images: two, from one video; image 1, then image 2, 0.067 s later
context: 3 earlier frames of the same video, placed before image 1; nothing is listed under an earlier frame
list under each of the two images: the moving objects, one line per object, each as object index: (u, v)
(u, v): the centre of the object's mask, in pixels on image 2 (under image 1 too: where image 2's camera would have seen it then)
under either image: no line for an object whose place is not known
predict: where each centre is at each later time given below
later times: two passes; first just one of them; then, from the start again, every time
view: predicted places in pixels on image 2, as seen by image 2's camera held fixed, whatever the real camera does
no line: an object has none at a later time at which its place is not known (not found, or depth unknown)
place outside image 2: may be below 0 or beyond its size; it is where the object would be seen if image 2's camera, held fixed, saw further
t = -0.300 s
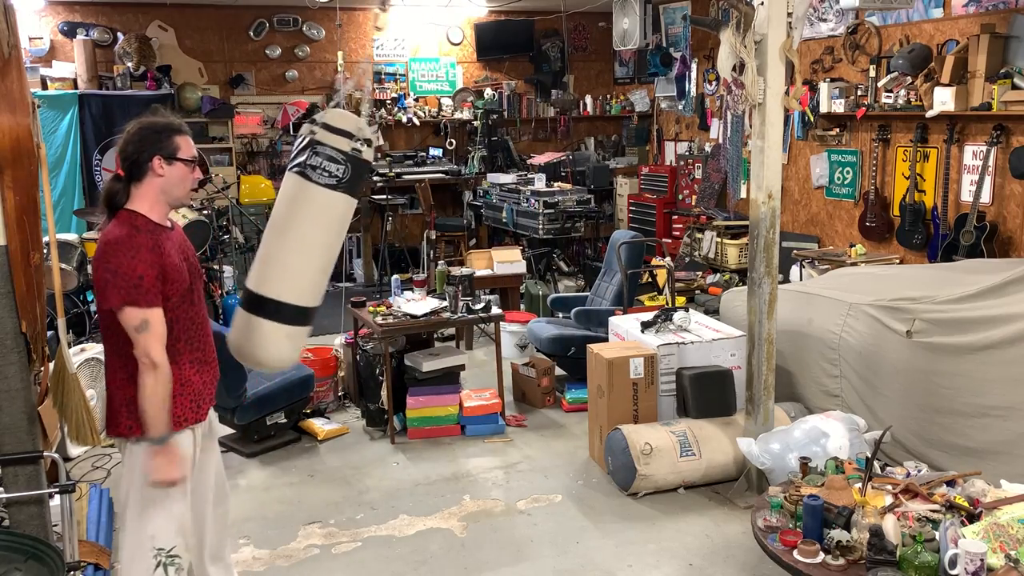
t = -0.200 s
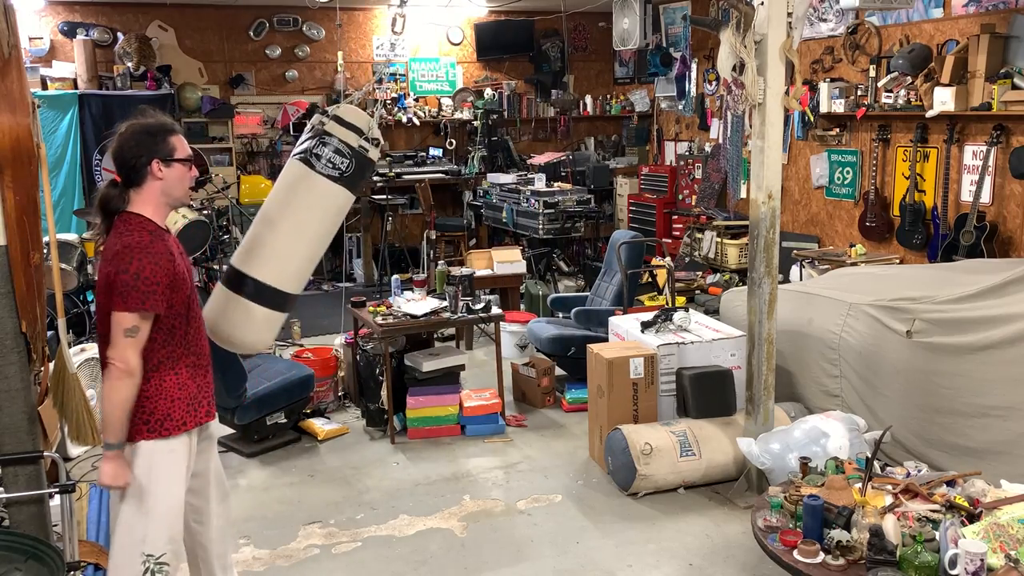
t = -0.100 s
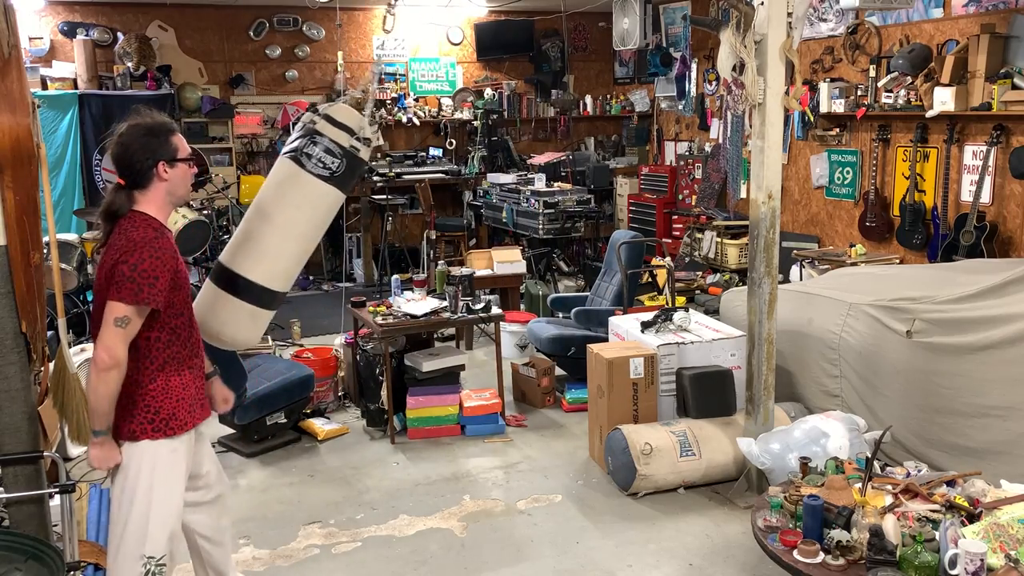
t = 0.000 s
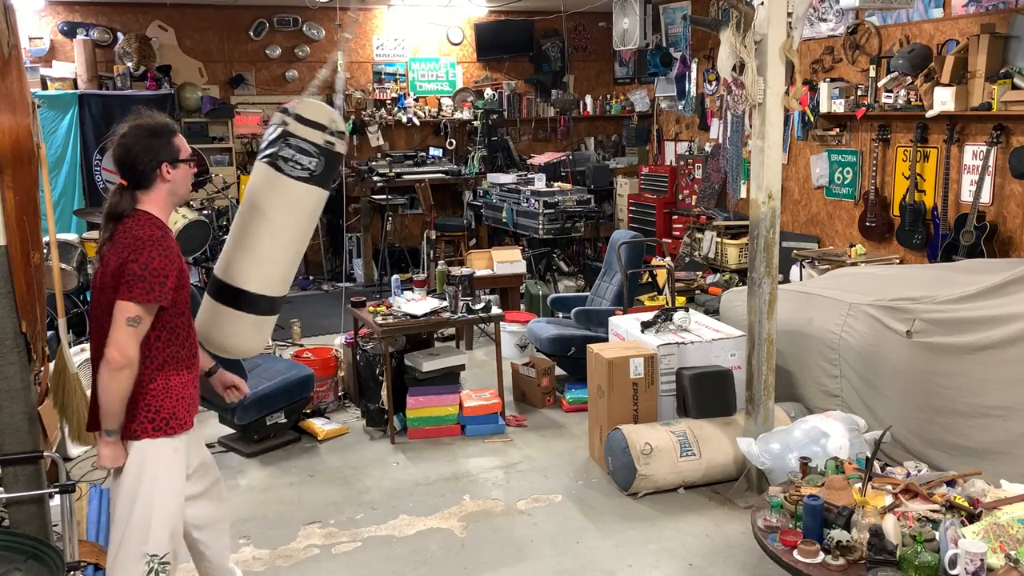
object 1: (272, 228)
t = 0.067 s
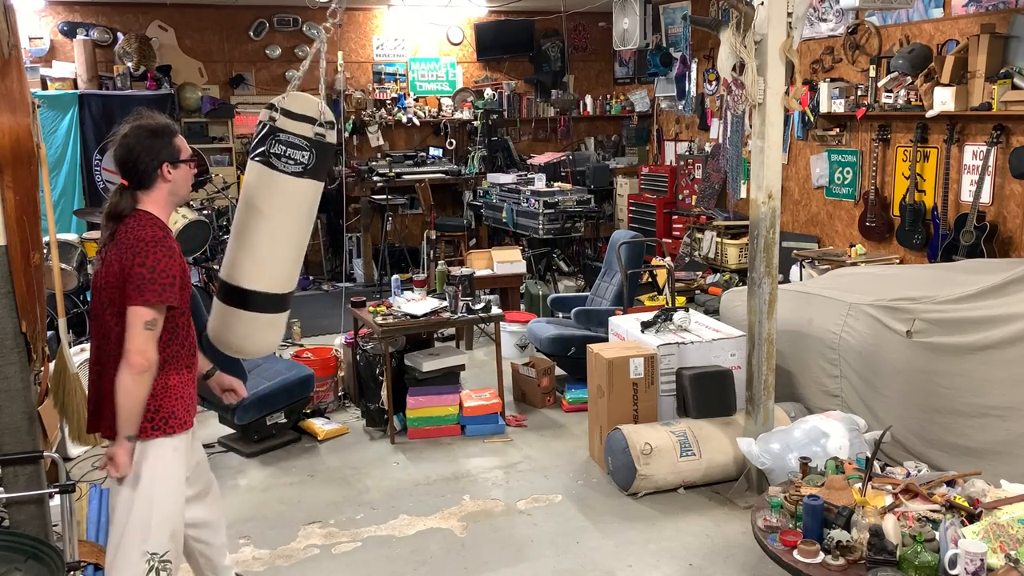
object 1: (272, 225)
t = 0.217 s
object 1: (300, 236)
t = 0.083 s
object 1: (273, 225)
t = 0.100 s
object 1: (275, 225)
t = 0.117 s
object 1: (278, 225)
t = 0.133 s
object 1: (281, 226)
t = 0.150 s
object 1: (283, 227)
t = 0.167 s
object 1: (287, 229)
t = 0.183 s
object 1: (290, 231)
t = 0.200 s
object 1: (295, 233)
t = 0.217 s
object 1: (300, 236)
